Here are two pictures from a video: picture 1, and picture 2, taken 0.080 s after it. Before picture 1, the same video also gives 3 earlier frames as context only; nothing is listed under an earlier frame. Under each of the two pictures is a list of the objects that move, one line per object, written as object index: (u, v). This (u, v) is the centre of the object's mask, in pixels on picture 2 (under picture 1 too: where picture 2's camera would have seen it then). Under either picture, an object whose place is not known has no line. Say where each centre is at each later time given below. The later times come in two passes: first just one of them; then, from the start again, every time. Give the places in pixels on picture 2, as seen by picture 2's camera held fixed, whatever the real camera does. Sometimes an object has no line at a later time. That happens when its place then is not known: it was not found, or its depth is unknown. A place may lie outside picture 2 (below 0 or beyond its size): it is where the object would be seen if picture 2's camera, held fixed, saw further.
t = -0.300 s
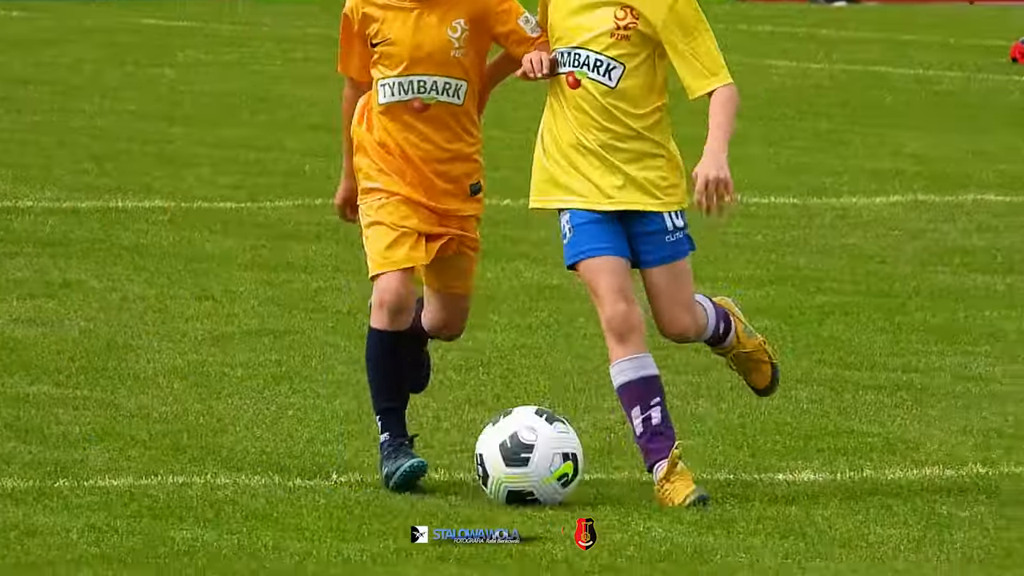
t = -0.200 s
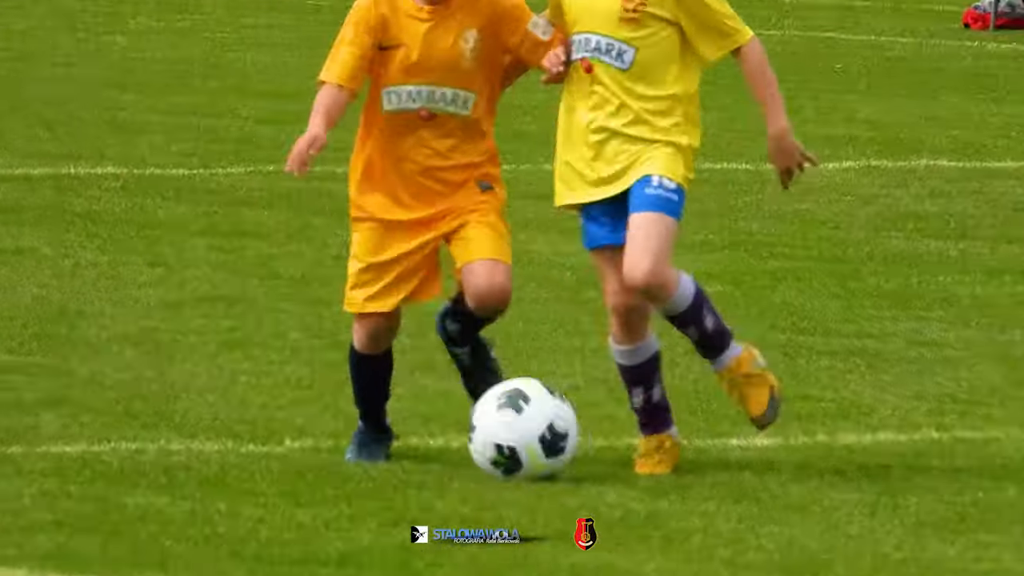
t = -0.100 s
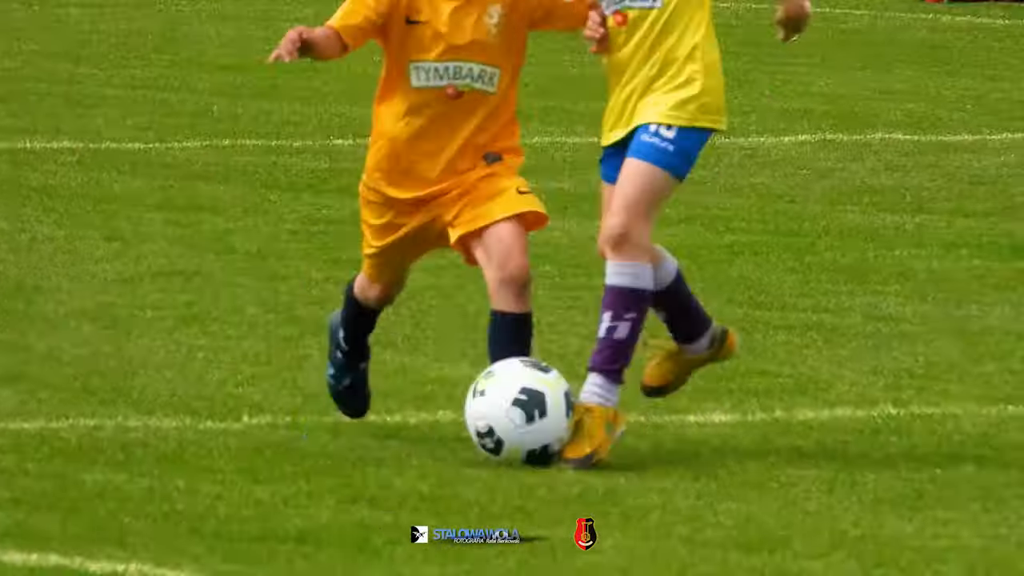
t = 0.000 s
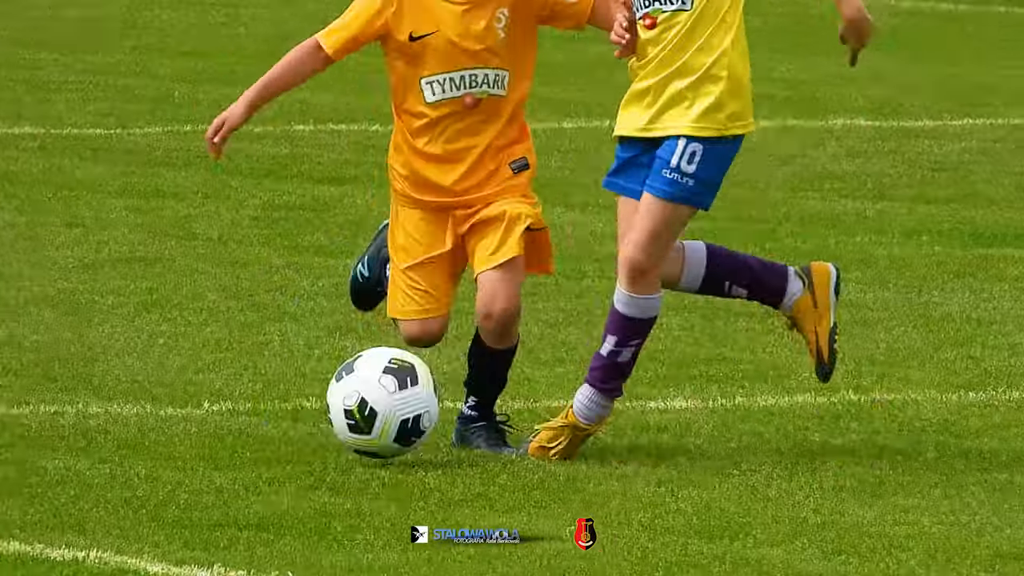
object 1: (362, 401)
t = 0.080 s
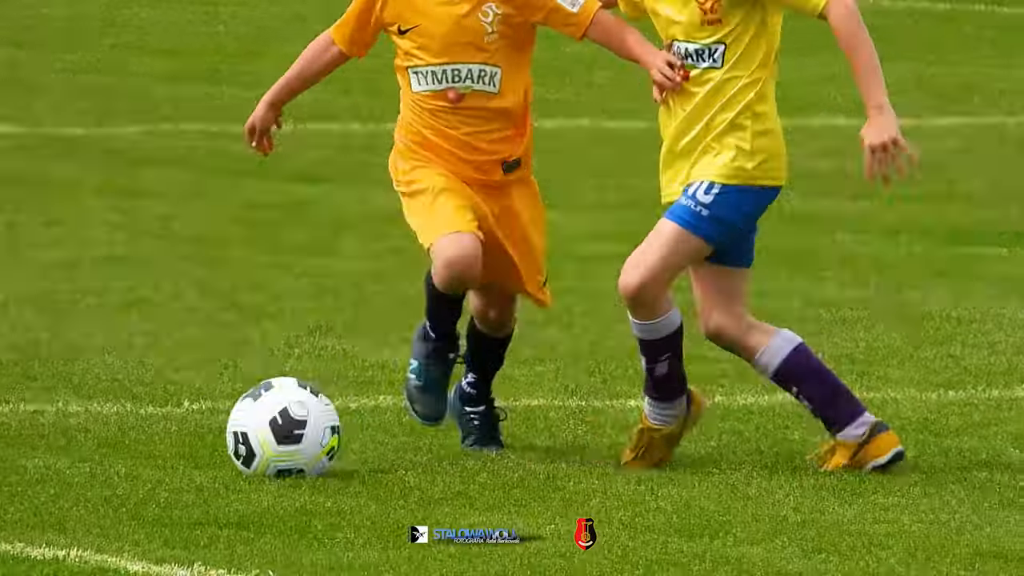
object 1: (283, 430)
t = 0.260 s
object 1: (200, 441)
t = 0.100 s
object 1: (274, 429)
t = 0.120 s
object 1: (265, 428)
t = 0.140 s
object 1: (256, 427)
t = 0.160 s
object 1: (245, 428)
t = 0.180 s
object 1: (235, 432)
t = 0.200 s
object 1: (224, 437)
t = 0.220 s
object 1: (215, 441)
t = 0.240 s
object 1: (207, 442)
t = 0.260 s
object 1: (200, 441)
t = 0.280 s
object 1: (191, 439)
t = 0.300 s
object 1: (183, 439)
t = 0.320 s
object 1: (175, 442)
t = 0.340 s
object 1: (167, 445)
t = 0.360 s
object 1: (157, 449)
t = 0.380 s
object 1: (146, 455)
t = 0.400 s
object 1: (136, 456)
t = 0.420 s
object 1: (127, 459)
